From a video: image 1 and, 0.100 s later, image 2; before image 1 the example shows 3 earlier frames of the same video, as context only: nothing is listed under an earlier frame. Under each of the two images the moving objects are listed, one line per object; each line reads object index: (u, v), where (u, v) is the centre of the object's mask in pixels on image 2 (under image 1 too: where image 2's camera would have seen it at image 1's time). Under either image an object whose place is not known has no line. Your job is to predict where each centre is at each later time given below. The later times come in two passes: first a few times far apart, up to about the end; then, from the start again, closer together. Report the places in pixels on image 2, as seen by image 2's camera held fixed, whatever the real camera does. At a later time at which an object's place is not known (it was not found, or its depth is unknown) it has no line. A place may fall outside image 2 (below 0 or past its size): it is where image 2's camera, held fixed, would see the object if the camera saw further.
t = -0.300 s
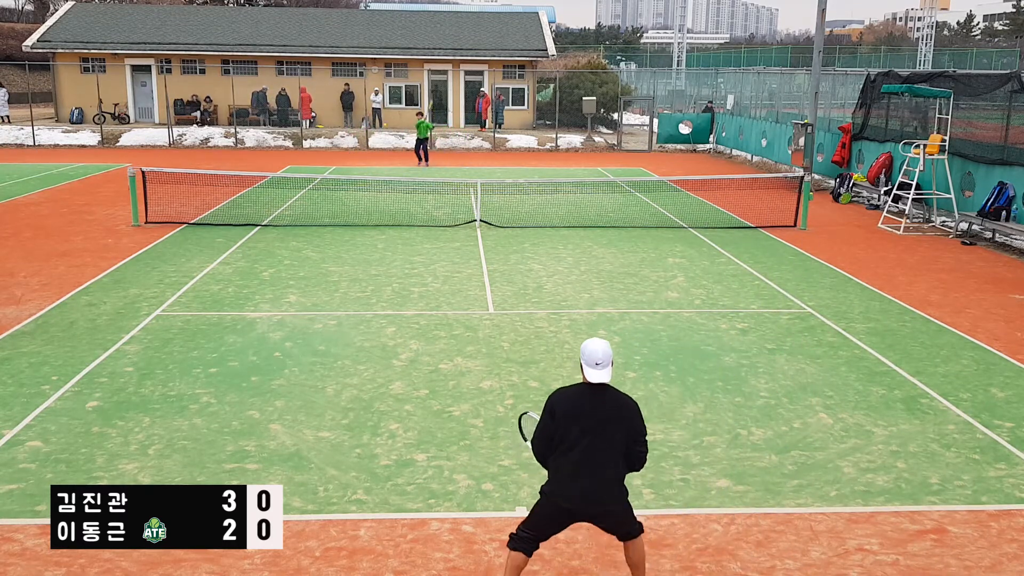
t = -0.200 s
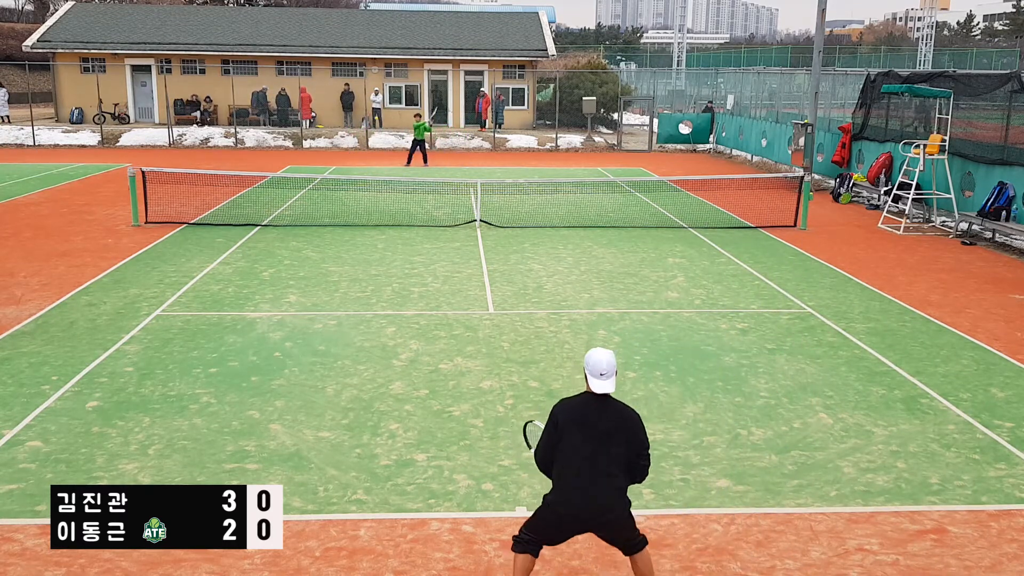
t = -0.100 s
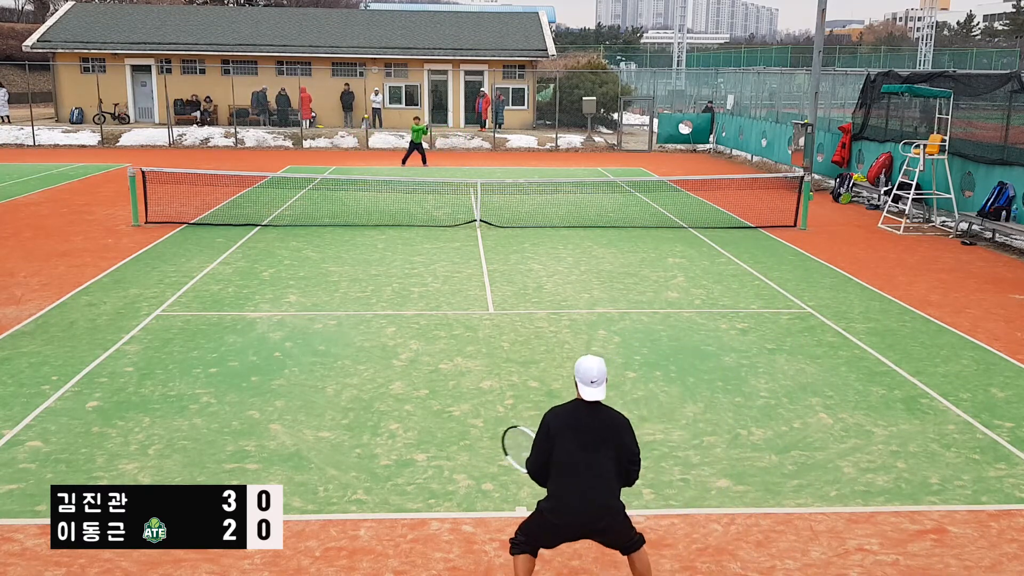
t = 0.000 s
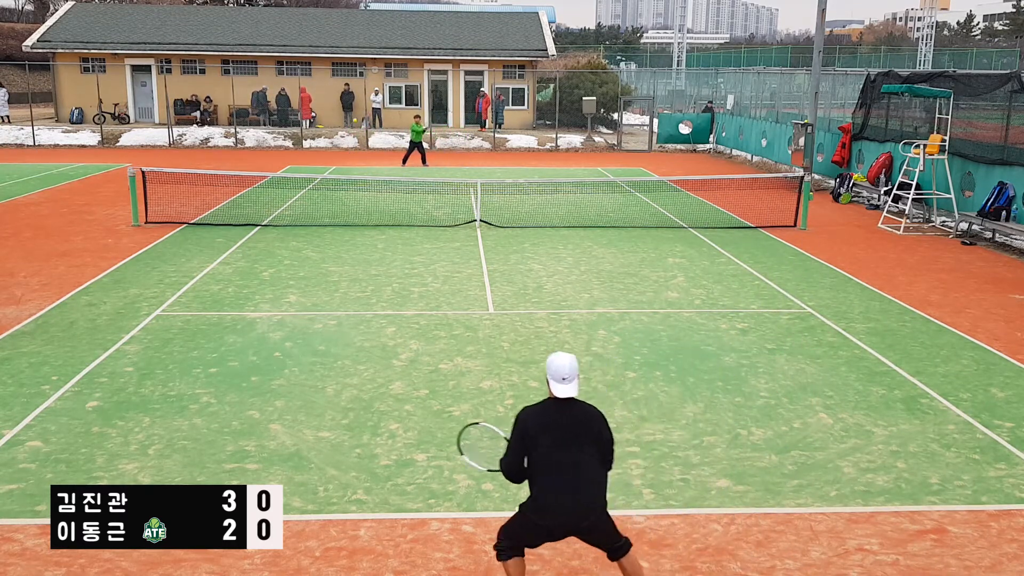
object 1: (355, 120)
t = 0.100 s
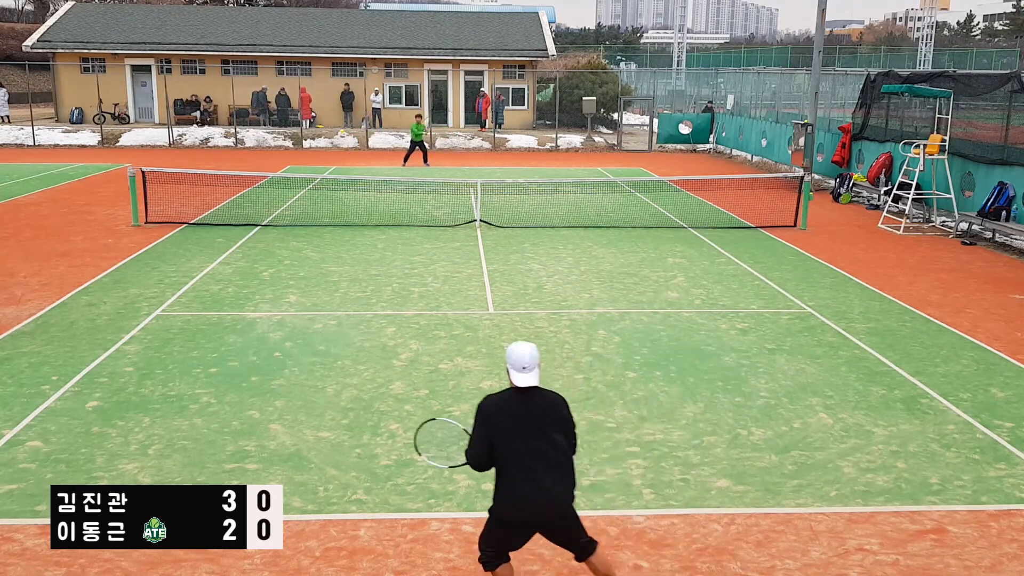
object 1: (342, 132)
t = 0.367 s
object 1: (295, 214)
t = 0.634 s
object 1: (227, 327)
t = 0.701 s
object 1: (209, 319)
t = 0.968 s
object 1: (113, 354)
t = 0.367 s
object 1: (295, 214)
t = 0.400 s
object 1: (287, 231)
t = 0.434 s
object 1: (279, 252)
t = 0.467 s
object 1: (270, 274)
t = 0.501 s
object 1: (261, 300)
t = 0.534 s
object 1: (251, 329)
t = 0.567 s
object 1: (242, 337)
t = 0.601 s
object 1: (235, 332)
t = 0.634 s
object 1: (227, 327)
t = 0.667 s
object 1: (218, 323)
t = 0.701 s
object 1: (209, 319)
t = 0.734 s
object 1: (200, 318)
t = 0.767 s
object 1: (190, 318)
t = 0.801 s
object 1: (179, 319)
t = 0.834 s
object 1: (168, 322)
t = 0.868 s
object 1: (155, 326)
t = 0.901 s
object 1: (142, 333)
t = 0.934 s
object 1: (128, 342)
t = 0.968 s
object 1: (113, 354)
